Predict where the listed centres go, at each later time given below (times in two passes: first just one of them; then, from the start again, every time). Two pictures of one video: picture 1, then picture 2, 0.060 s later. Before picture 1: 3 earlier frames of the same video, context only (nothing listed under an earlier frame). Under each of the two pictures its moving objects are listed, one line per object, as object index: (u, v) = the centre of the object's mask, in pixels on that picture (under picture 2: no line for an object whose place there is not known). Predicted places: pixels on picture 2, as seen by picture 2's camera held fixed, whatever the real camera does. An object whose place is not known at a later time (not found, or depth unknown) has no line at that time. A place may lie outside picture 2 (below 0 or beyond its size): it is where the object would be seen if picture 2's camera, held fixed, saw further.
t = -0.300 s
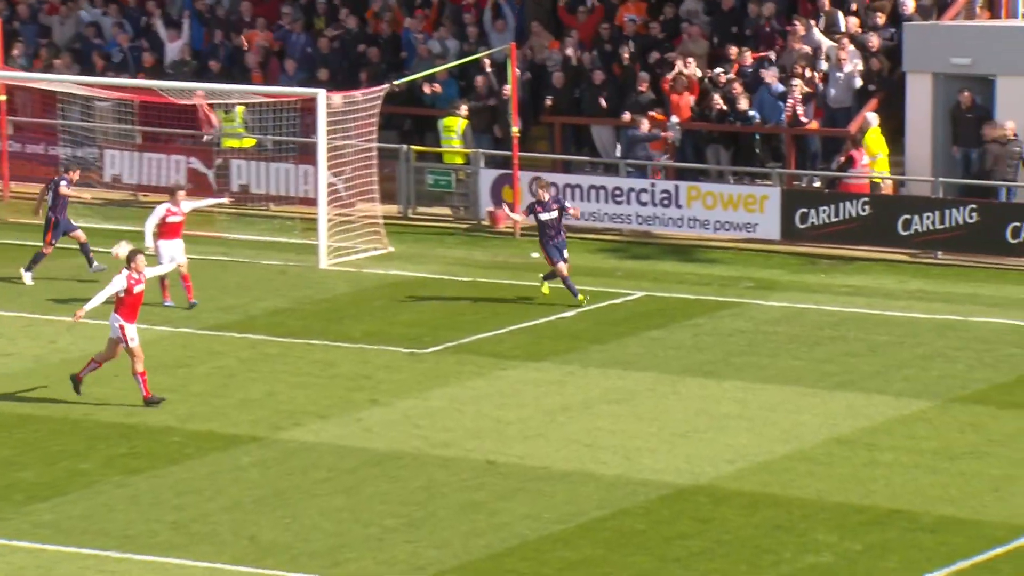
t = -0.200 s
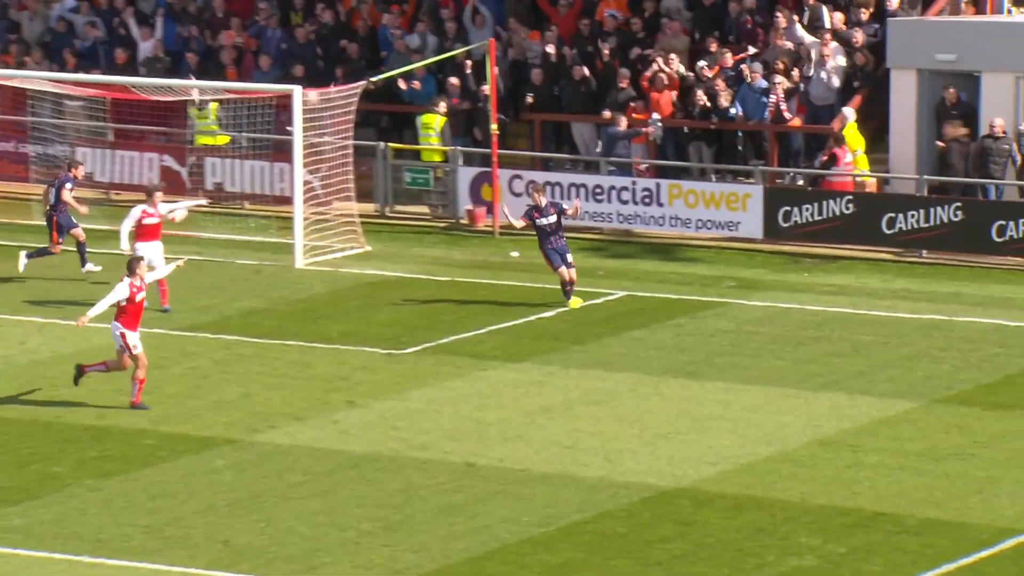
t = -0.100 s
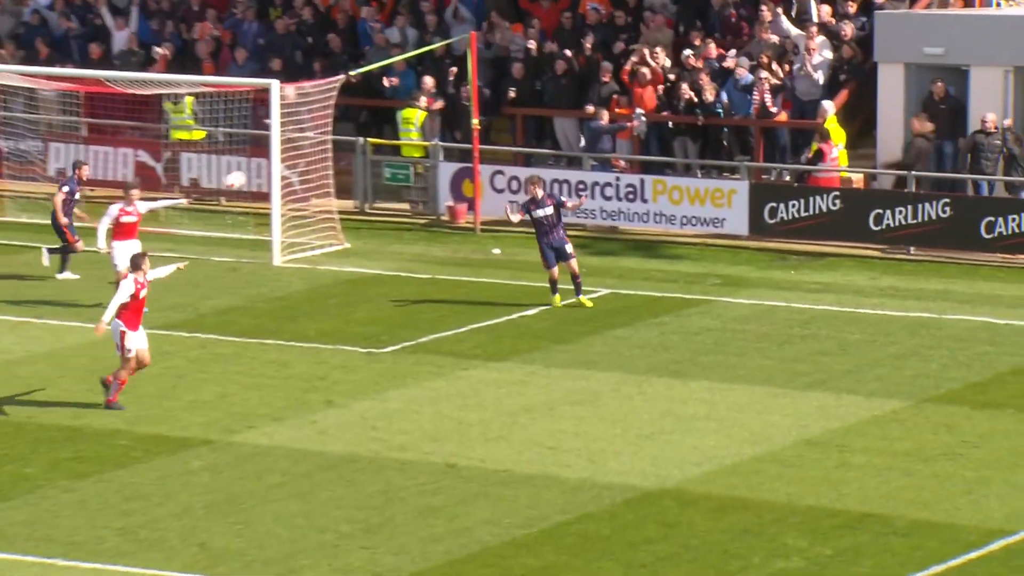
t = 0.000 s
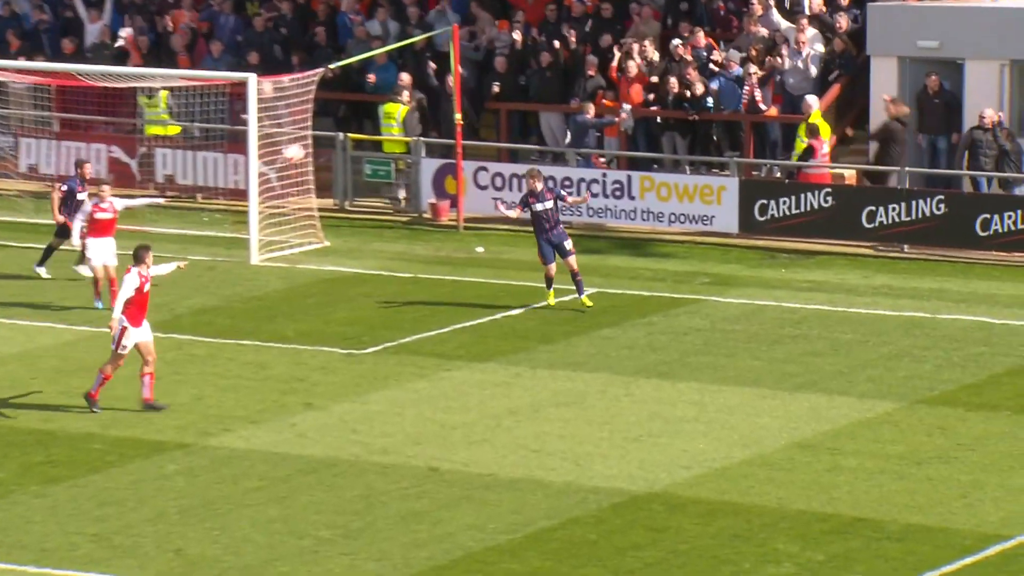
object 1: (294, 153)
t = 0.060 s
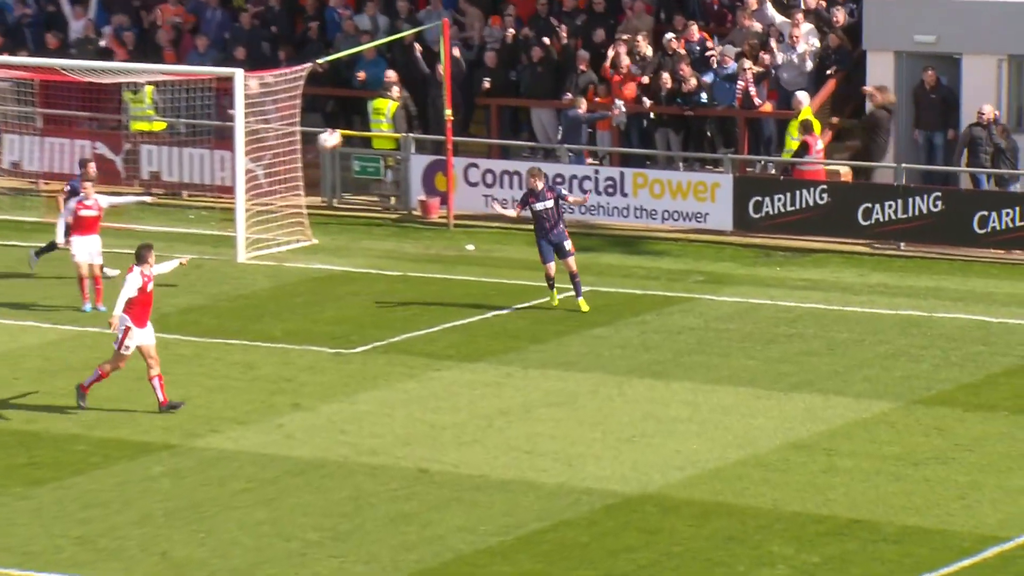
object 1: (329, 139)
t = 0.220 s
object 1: (455, 122)
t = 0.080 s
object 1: (346, 135)
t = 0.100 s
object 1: (360, 134)
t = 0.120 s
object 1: (377, 130)
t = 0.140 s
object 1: (394, 128)
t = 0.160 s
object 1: (409, 126)
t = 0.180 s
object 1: (424, 123)
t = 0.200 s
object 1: (439, 123)
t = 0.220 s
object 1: (455, 122)
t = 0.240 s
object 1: (470, 122)
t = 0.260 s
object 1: (485, 122)
